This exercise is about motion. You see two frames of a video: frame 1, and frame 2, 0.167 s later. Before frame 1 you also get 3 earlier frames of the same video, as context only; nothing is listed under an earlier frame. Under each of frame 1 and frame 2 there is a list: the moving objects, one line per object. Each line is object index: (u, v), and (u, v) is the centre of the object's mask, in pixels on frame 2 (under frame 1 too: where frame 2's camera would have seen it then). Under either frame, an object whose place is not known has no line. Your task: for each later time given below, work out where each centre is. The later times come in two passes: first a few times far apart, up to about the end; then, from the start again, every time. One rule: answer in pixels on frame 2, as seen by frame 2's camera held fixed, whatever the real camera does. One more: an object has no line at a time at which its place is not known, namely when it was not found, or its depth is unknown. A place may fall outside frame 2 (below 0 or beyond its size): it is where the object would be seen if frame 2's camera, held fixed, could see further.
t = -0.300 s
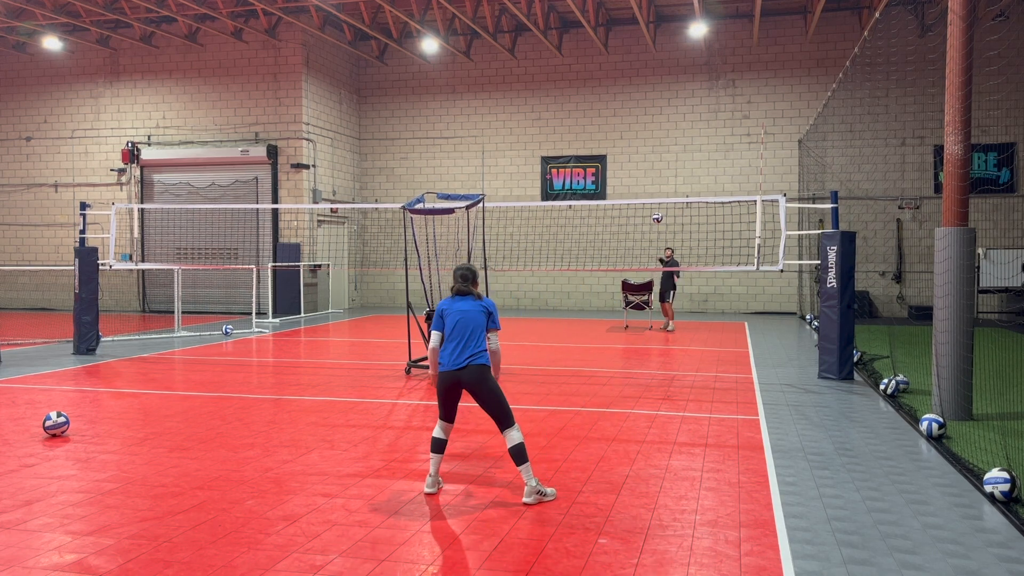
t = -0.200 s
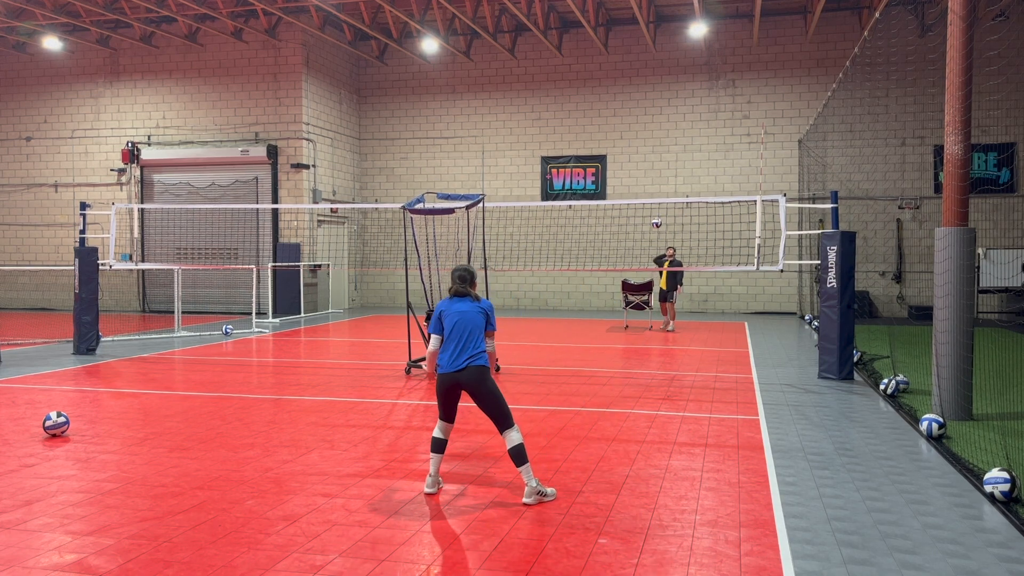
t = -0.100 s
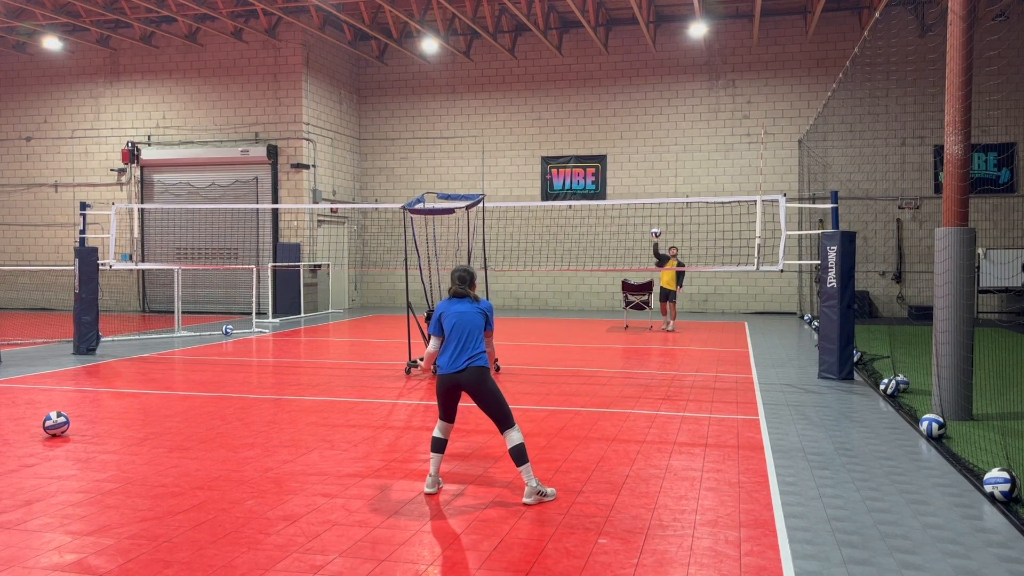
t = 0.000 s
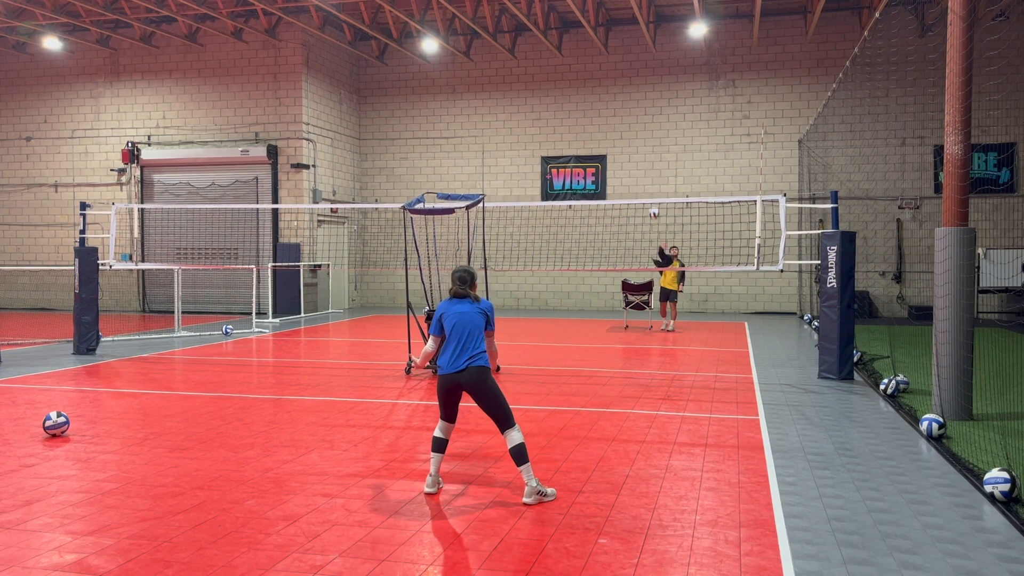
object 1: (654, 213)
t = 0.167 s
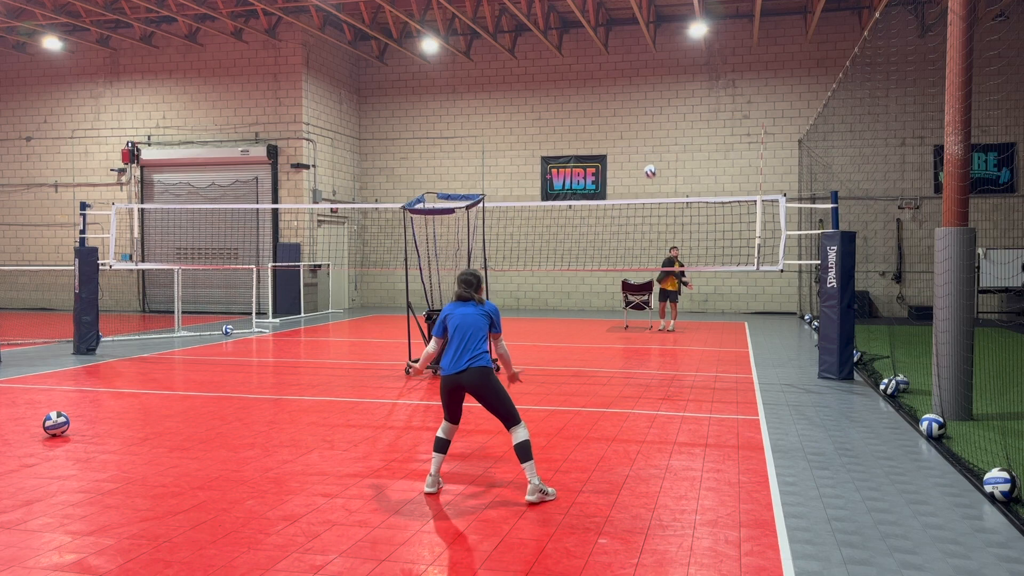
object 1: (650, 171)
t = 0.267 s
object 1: (647, 150)
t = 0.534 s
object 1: (628, 112)
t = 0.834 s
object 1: (586, 130)
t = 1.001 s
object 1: (550, 188)
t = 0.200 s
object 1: (649, 164)
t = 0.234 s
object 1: (648, 157)
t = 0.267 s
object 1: (647, 150)
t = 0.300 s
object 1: (645, 144)
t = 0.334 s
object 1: (644, 137)
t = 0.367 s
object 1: (642, 132)
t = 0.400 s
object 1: (640, 127)
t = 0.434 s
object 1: (637, 123)
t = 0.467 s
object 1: (635, 119)
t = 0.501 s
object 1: (632, 115)
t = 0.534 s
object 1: (628, 112)
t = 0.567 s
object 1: (625, 110)
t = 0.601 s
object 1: (621, 109)
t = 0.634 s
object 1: (617, 109)
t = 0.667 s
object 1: (612, 109)
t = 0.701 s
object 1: (608, 111)
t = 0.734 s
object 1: (602, 114)
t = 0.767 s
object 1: (597, 118)
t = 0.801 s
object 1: (591, 123)
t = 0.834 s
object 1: (586, 130)
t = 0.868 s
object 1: (579, 138)
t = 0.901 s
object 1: (573, 148)
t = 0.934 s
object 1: (566, 159)
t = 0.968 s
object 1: (557, 172)
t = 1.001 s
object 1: (550, 188)
